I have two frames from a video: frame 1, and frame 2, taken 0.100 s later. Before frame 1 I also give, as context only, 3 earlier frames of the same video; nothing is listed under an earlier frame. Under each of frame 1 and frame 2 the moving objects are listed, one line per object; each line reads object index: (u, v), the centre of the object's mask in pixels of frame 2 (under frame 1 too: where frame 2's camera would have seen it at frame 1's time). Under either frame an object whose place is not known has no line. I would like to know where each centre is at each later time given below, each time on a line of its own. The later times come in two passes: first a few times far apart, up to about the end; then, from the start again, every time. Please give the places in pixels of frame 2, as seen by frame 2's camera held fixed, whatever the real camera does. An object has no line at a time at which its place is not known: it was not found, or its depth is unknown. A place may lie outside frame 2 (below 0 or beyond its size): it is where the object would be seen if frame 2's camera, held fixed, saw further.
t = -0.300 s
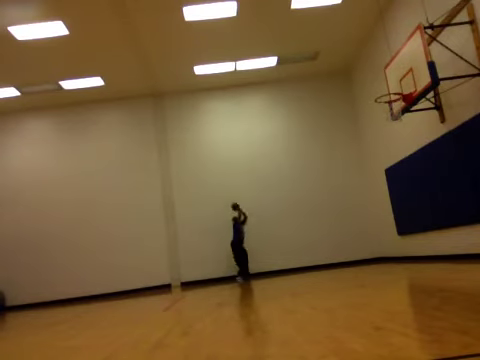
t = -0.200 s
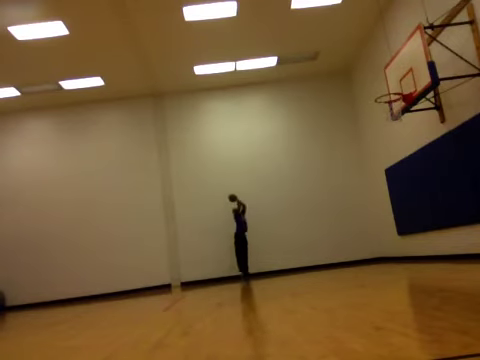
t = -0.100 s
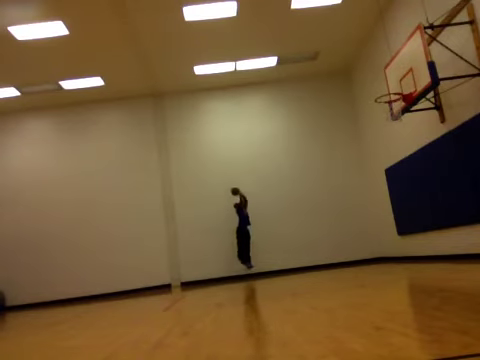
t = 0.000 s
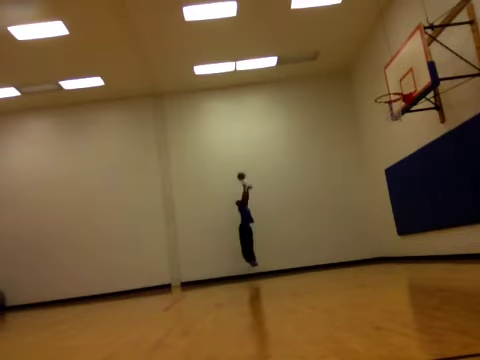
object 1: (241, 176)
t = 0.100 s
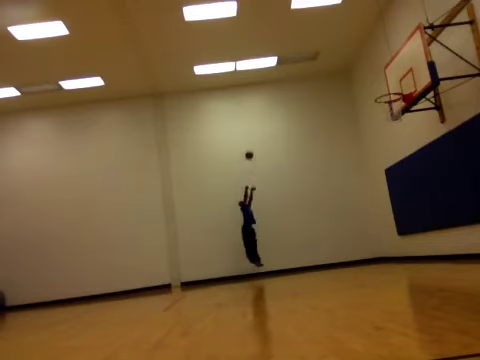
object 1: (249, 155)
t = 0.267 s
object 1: (264, 125)
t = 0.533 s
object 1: (296, 90)
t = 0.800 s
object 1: (341, 78)
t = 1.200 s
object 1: (351, 96)
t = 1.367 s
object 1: (311, 113)
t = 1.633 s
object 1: (260, 162)
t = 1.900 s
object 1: (220, 237)
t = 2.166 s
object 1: (186, 257)
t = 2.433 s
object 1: (157, 226)
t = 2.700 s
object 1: (132, 227)
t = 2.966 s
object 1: (111, 256)
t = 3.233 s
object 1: (92, 289)
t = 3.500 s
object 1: (74, 265)
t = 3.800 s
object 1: (56, 273)
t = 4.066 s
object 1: (43, 301)
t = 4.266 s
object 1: (32, 286)
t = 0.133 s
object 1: (251, 149)
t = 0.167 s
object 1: (254, 142)
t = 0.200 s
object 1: (258, 136)
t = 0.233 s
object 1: (261, 130)
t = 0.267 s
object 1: (264, 125)
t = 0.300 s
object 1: (267, 120)
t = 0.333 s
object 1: (271, 115)
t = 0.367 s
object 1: (275, 110)
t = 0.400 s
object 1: (278, 105)
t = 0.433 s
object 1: (282, 101)
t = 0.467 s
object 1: (287, 97)
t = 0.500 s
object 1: (291, 94)
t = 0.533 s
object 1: (296, 90)
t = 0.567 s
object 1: (301, 88)
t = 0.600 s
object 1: (306, 85)
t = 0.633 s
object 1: (311, 83)
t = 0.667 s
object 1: (316, 81)
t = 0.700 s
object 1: (322, 80)
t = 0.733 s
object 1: (328, 78)
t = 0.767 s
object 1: (334, 78)
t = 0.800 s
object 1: (341, 78)
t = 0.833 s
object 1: (348, 78)
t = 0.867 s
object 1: (355, 79)
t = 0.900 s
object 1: (363, 80)
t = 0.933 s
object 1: (371, 82)
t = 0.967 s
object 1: (379, 85)
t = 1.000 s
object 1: (388, 88)
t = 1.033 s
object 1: (396, 93)
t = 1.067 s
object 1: (386, 92)
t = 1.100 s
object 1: (377, 92)
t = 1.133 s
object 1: (368, 93)
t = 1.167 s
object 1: (359, 94)
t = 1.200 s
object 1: (351, 96)
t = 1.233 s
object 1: (343, 99)
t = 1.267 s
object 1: (334, 101)
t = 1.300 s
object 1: (326, 105)
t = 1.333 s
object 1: (318, 109)
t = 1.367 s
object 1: (311, 113)
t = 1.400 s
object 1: (304, 117)
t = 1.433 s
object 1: (297, 122)
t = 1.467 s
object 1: (291, 128)
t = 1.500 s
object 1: (284, 133)
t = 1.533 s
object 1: (278, 140)
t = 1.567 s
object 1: (271, 147)
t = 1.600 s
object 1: (266, 154)
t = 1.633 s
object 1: (260, 162)
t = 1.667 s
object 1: (255, 169)
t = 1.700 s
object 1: (249, 178)
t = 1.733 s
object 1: (244, 186)
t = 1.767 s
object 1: (239, 196)
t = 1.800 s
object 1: (234, 205)
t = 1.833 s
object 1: (229, 215)
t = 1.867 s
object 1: (224, 226)
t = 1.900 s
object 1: (220, 237)
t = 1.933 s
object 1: (215, 248)
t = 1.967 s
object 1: (211, 260)
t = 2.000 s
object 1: (206, 272)
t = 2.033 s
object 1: (203, 286)
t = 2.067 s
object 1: (198, 277)
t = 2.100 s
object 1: (194, 270)
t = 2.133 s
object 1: (189, 263)
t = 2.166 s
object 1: (186, 257)
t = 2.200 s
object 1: (181, 251)
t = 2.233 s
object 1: (178, 246)
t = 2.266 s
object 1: (174, 241)
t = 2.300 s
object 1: (170, 237)
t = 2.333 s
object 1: (167, 234)
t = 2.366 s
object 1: (163, 231)
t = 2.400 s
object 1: (160, 228)
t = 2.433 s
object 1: (157, 226)
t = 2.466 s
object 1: (153, 225)
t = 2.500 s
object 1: (150, 224)
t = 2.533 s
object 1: (147, 223)
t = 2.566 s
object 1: (144, 223)
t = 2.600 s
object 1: (141, 223)
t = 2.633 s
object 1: (138, 224)
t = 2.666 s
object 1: (135, 225)
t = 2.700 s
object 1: (132, 227)
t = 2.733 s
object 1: (129, 229)
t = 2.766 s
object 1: (127, 231)
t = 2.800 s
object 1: (124, 234)
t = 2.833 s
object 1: (121, 237)
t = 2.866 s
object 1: (119, 242)
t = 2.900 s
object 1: (116, 246)
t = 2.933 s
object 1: (114, 251)
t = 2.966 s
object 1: (111, 256)
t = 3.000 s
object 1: (109, 262)
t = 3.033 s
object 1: (107, 268)
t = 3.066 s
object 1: (104, 274)
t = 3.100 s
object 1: (102, 281)
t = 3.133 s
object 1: (100, 289)
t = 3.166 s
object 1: (98, 295)
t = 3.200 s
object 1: (95, 293)
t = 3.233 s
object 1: (92, 289)
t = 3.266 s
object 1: (90, 284)
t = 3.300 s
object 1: (88, 280)
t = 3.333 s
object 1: (85, 276)
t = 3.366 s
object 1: (83, 273)
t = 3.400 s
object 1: (80, 271)
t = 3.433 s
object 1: (78, 269)
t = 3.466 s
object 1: (76, 267)
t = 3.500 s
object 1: (74, 265)
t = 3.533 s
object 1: (72, 265)
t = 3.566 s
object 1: (69, 264)
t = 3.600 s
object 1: (68, 264)
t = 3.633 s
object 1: (65, 264)
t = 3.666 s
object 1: (63, 265)
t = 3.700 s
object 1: (61, 267)
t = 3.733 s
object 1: (60, 268)
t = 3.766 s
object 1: (58, 270)
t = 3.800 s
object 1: (56, 273)
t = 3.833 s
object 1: (54, 276)
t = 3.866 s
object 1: (52, 279)
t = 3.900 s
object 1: (51, 283)
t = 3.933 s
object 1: (49, 287)
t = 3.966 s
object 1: (47, 292)
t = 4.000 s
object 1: (46, 296)
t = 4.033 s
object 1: (44, 301)
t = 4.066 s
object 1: (43, 301)
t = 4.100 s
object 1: (41, 298)
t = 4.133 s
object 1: (39, 294)
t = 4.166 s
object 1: (37, 292)
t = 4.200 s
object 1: (35, 289)
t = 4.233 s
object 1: (33, 288)
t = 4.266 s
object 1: (32, 286)
